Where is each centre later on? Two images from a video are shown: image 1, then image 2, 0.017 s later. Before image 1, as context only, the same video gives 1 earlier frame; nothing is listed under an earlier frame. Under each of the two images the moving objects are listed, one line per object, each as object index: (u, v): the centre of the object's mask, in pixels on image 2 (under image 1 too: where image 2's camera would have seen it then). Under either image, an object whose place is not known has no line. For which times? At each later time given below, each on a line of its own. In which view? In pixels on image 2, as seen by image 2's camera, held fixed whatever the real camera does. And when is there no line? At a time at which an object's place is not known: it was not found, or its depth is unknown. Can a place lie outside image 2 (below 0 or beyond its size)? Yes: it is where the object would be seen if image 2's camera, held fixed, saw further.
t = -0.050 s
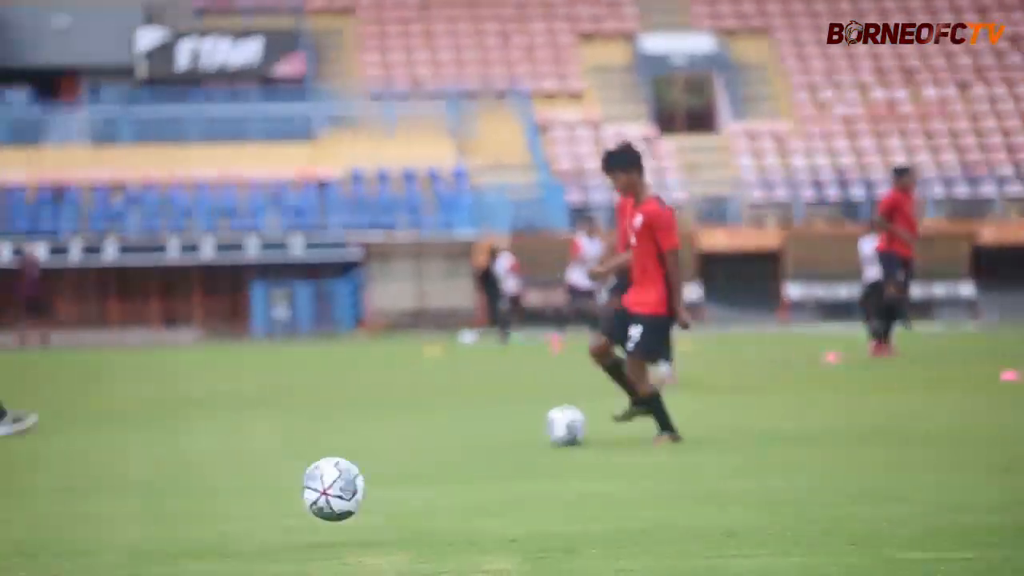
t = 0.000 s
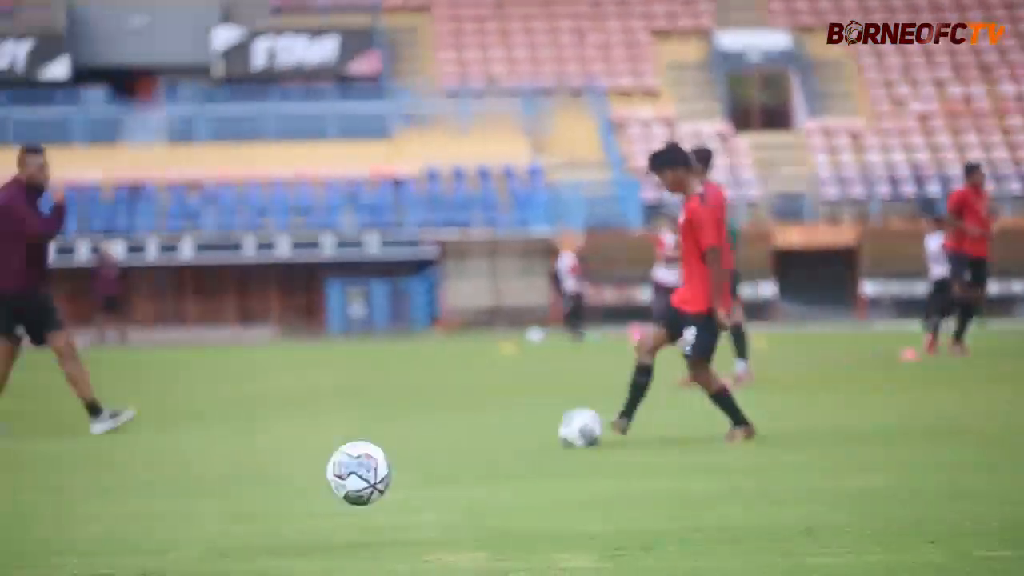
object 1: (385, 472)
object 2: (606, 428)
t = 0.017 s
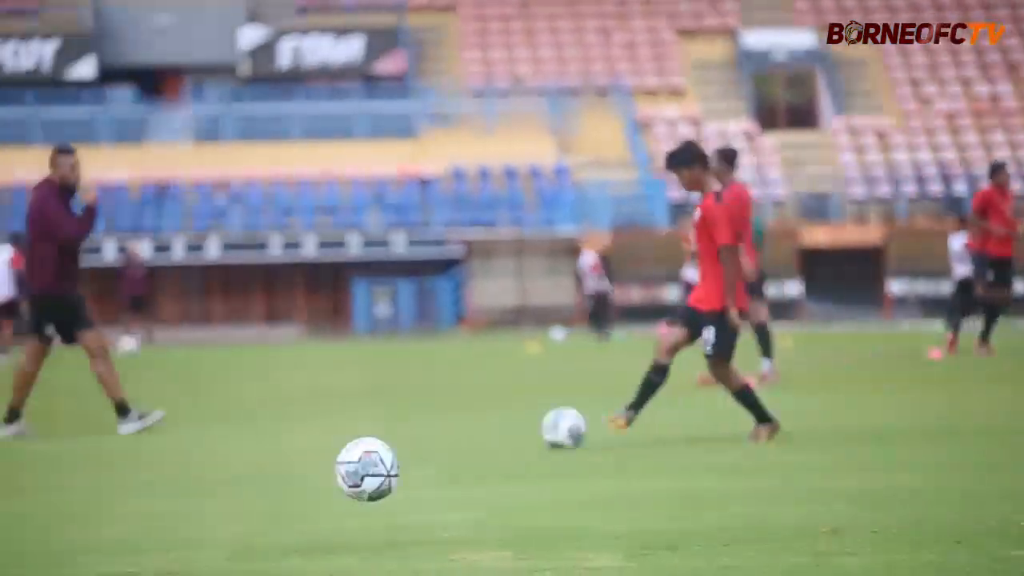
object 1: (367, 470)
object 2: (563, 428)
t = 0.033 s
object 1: (349, 467)
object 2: (521, 427)
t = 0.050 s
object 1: (332, 466)
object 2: (480, 428)
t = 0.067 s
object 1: (313, 466)
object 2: (436, 429)
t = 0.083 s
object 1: (294, 467)
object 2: (392, 429)
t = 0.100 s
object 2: (349, 432)
